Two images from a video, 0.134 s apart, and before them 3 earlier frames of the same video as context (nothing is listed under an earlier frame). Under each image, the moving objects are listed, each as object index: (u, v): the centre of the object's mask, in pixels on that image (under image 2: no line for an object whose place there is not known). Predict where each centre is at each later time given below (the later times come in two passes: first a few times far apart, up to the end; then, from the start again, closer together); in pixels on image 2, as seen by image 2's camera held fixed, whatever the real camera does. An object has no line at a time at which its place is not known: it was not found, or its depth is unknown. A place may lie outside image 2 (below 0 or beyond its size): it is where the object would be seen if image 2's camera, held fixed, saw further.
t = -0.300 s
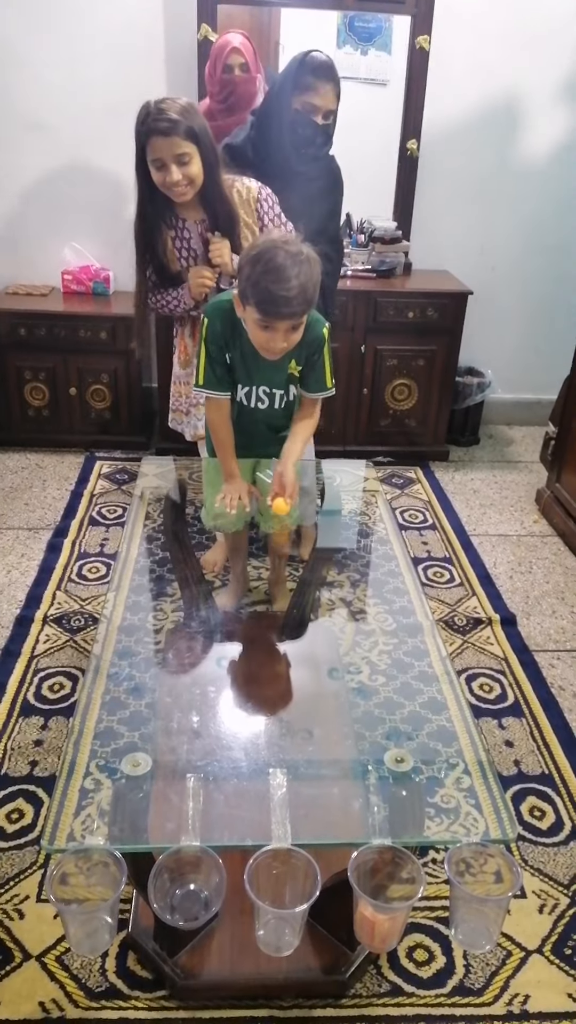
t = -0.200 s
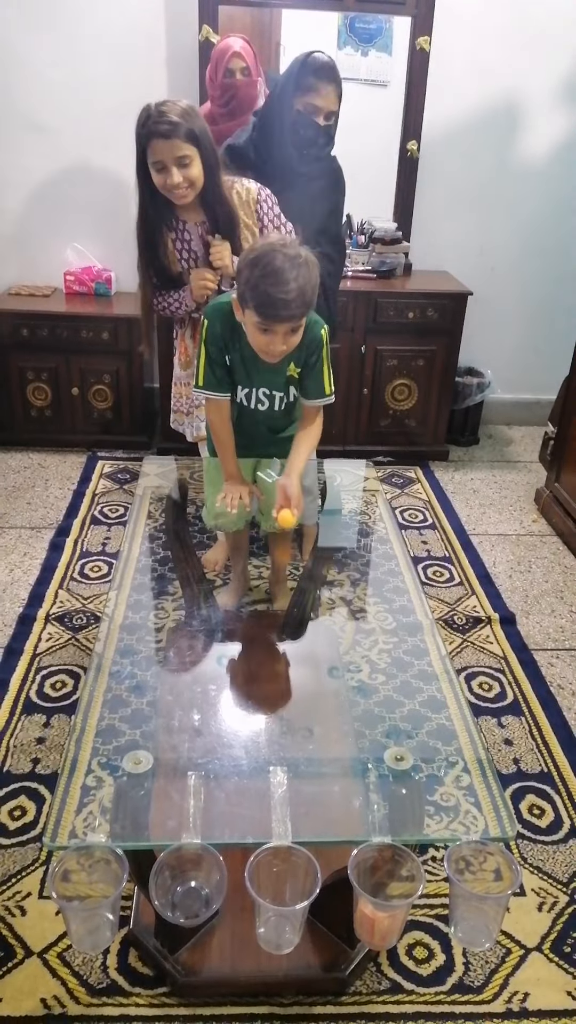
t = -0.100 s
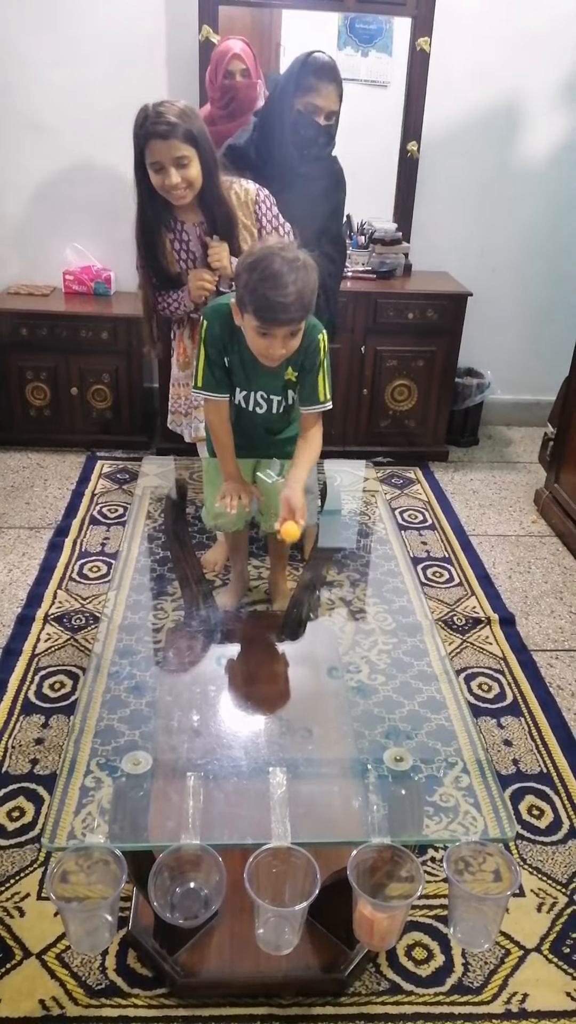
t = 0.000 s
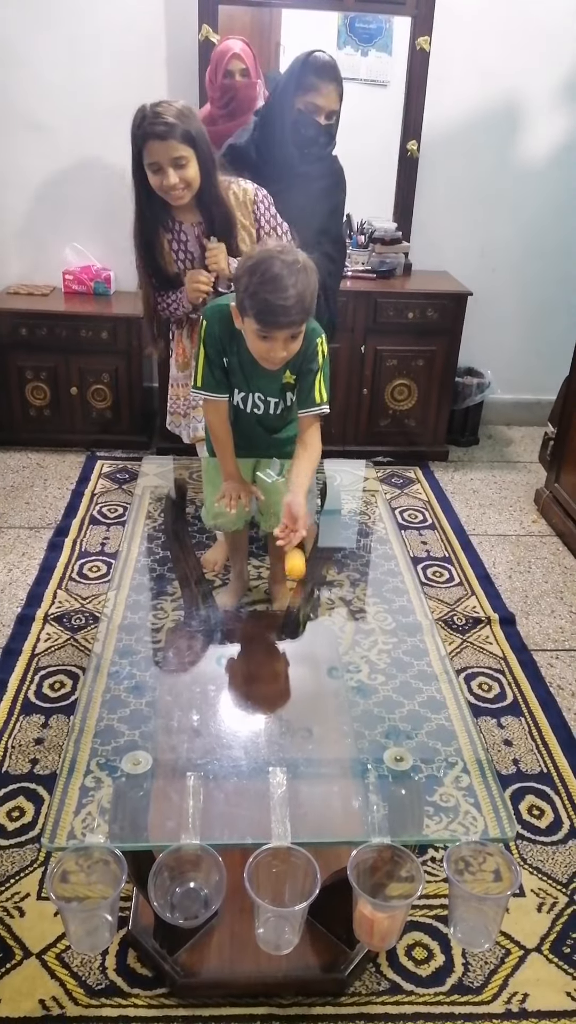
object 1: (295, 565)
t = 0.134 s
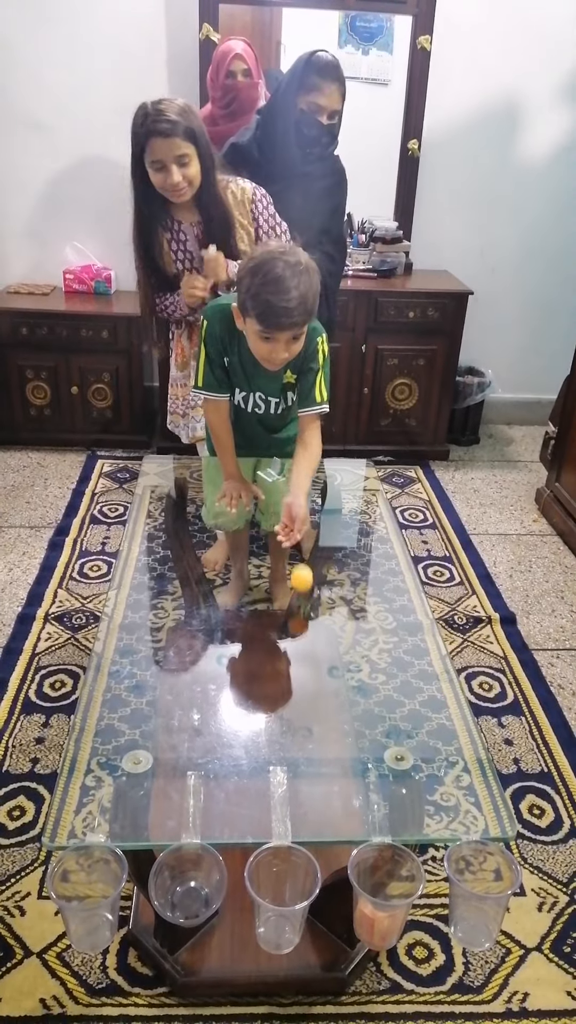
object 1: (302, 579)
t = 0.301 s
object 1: (309, 610)
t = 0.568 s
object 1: (325, 671)
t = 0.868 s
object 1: (347, 751)
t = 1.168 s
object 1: (376, 882)
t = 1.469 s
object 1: (374, 910)
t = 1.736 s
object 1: (387, 906)
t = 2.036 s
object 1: (379, 909)
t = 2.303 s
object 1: (377, 909)
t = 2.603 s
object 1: (377, 909)
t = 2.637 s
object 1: (378, 909)
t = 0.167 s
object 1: (303, 592)
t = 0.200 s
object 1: (304, 602)
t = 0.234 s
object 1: (306, 600)
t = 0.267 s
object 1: (308, 602)
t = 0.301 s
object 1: (309, 610)
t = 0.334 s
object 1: (311, 622)
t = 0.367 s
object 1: (313, 634)
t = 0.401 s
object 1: (314, 633)
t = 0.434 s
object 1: (317, 637)
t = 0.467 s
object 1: (319, 648)
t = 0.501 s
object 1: (320, 664)
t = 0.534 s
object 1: (323, 669)
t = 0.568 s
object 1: (325, 671)
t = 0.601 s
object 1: (327, 681)
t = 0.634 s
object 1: (329, 695)
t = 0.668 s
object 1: (331, 708)
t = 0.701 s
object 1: (334, 707)
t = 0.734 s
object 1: (337, 712)
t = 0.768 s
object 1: (339, 724)
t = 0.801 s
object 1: (341, 742)
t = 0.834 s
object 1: (344, 747)
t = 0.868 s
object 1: (347, 751)
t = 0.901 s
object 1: (350, 762)
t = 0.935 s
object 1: (352, 779)
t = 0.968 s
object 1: (355, 791)
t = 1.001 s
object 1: (359, 794)
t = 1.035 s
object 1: (363, 805)
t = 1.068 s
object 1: (365, 821)
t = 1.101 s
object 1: (368, 844)
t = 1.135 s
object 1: (373, 864)
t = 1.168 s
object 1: (376, 882)
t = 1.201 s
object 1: (389, 896)
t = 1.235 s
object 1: (392, 898)
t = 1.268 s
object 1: (387, 895)
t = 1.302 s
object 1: (378, 899)
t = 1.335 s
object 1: (374, 898)
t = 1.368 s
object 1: (374, 907)
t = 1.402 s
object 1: (373, 908)
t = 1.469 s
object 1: (374, 910)
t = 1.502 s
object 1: (381, 907)
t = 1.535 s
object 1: (382, 900)
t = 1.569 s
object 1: (383, 906)
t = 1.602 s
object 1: (385, 906)
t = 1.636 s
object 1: (385, 900)
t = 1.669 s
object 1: (386, 899)
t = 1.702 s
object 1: (387, 906)
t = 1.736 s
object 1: (387, 906)
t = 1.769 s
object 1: (386, 907)
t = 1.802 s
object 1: (386, 907)
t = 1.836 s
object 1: (386, 907)
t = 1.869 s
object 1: (385, 908)
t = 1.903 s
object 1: (386, 908)
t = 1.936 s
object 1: (378, 909)
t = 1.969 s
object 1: (380, 908)
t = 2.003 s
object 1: (380, 909)
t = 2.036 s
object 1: (379, 909)
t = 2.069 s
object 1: (377, 909)
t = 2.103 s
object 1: (379, 909)
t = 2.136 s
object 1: (378, 909)
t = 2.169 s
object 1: (378, 909)
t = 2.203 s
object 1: (377, 909)
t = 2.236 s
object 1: (377, 909)
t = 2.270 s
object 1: (376, 909)
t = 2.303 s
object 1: (377, 909)
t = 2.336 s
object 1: (376, 909)
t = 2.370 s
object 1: (376, 909)
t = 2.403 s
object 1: (376, 909)
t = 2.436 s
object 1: (379, 910)
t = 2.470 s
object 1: (376, 909)
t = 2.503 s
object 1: (375, 909)
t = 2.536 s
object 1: (378, 910)
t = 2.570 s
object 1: (379, 909)
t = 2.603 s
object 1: (377, 909)
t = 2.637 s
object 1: (378, 909)
